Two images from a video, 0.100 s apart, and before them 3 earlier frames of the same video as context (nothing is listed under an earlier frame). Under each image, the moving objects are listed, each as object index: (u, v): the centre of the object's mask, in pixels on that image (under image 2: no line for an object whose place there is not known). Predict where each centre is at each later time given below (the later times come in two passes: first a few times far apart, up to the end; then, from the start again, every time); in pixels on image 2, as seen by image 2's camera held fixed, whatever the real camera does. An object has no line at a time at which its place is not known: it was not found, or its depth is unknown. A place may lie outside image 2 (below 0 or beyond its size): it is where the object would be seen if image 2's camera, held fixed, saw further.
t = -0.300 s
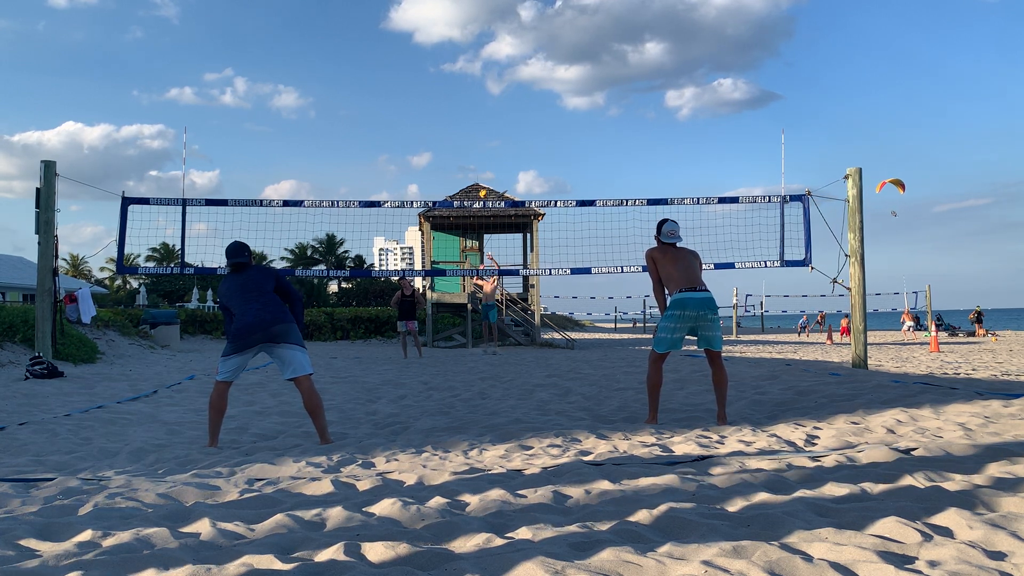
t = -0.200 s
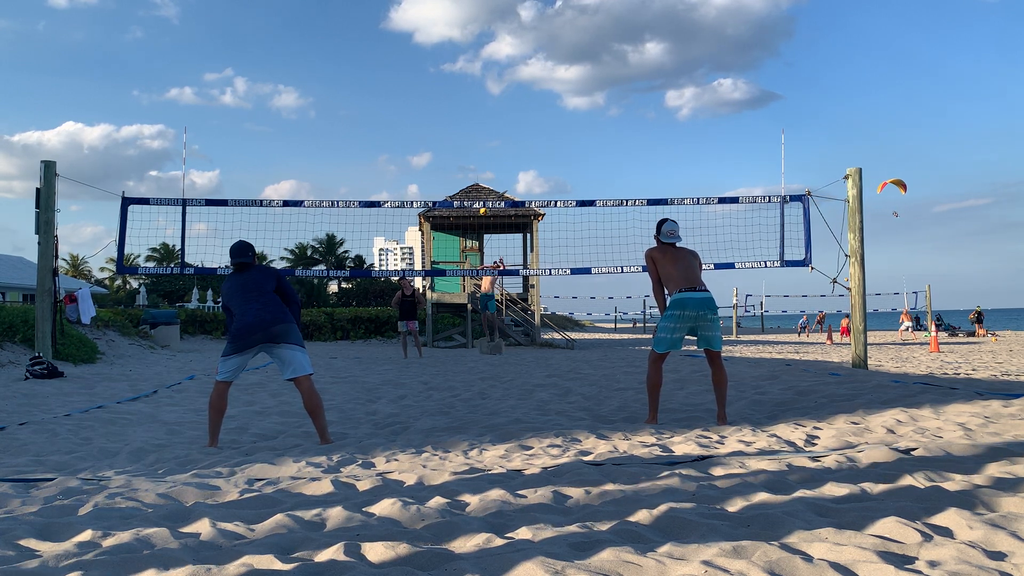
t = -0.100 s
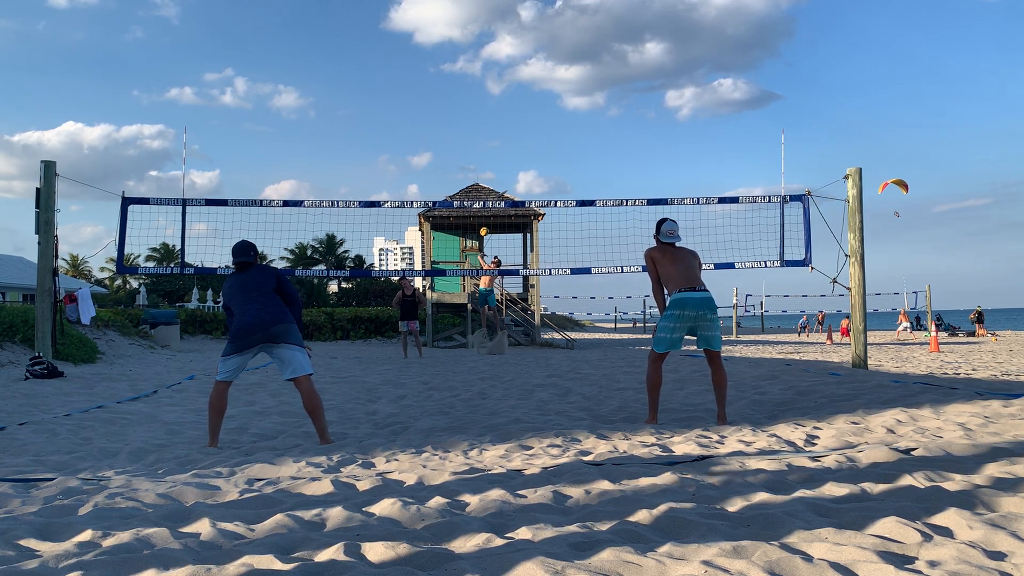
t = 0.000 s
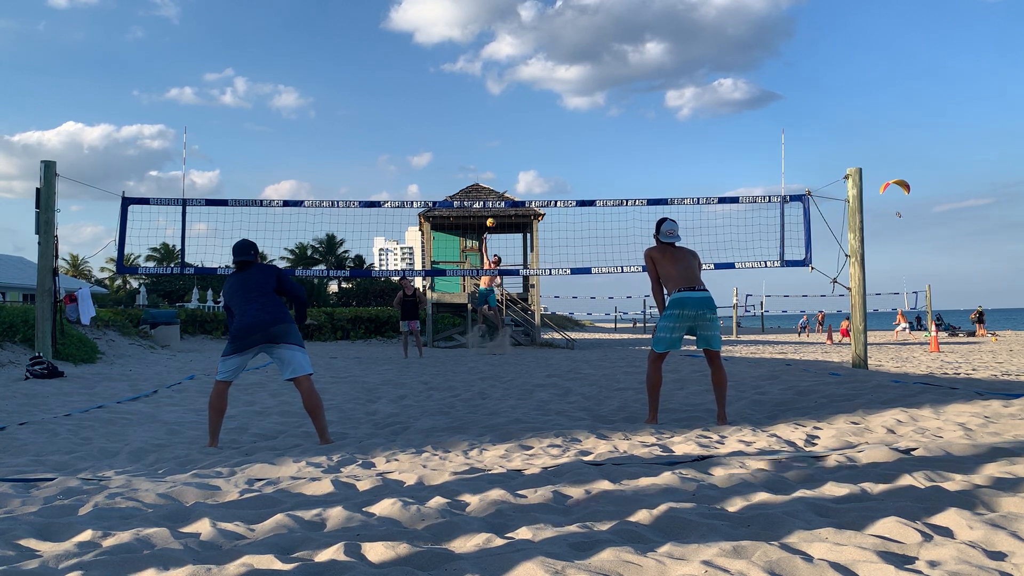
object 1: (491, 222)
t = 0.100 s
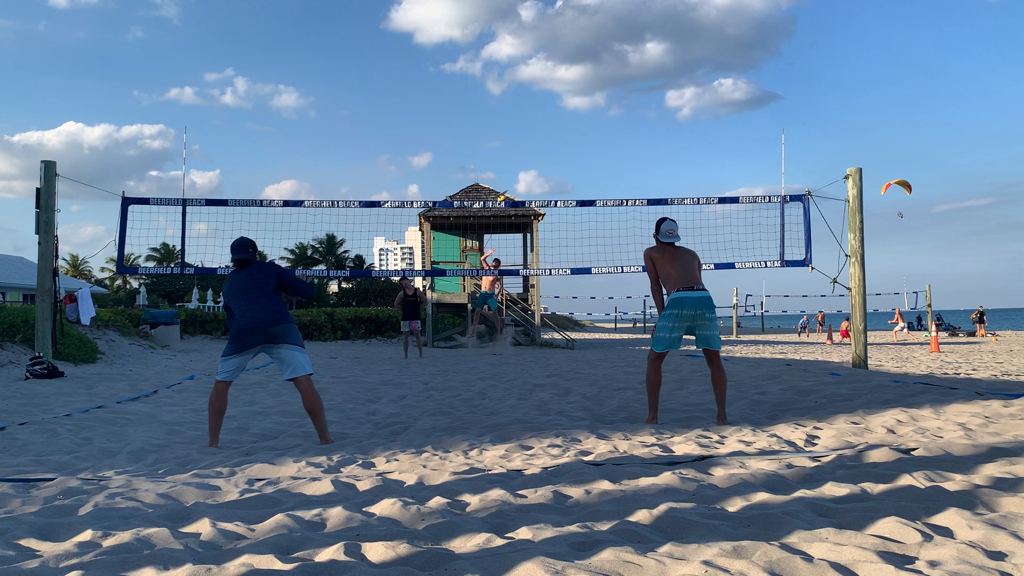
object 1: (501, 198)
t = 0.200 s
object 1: (514, 182)
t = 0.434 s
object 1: (549, 163)
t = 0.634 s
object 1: (588, 181)
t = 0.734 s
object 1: (611, 210)
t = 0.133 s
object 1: (506, 193)
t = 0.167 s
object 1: (510, 187)
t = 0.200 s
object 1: (514, 182)
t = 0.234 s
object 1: (519, 177)
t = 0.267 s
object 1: (523, 173)
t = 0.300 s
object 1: (528, 169)
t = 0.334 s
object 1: (533, 166)
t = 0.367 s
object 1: (538, 164)
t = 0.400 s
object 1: (544, 163)
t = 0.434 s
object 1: (549, 163)
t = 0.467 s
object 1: (555, 163)
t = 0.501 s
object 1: (561, 165)
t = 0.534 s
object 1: (568, 167)
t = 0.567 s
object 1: (574, 170)
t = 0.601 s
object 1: (581, 175)
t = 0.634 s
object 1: (588, 181)
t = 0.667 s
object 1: (595, 188)
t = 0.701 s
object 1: (603, 195)
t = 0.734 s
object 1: (611, 210)
